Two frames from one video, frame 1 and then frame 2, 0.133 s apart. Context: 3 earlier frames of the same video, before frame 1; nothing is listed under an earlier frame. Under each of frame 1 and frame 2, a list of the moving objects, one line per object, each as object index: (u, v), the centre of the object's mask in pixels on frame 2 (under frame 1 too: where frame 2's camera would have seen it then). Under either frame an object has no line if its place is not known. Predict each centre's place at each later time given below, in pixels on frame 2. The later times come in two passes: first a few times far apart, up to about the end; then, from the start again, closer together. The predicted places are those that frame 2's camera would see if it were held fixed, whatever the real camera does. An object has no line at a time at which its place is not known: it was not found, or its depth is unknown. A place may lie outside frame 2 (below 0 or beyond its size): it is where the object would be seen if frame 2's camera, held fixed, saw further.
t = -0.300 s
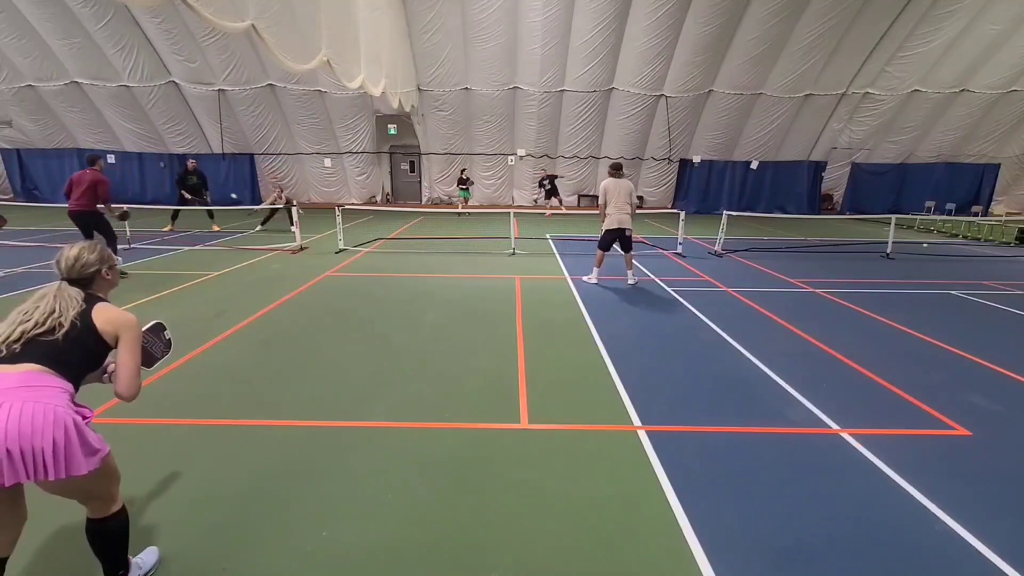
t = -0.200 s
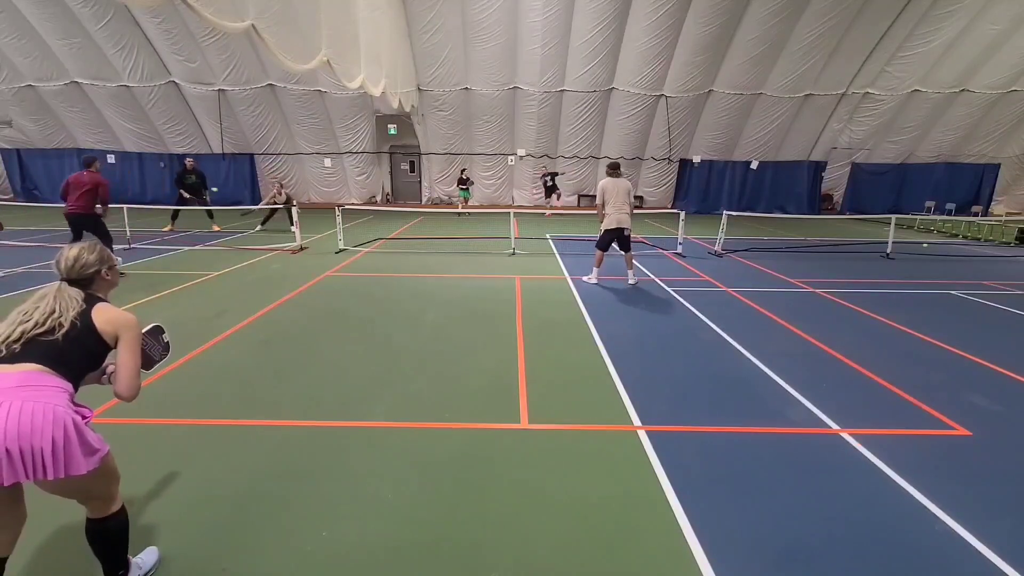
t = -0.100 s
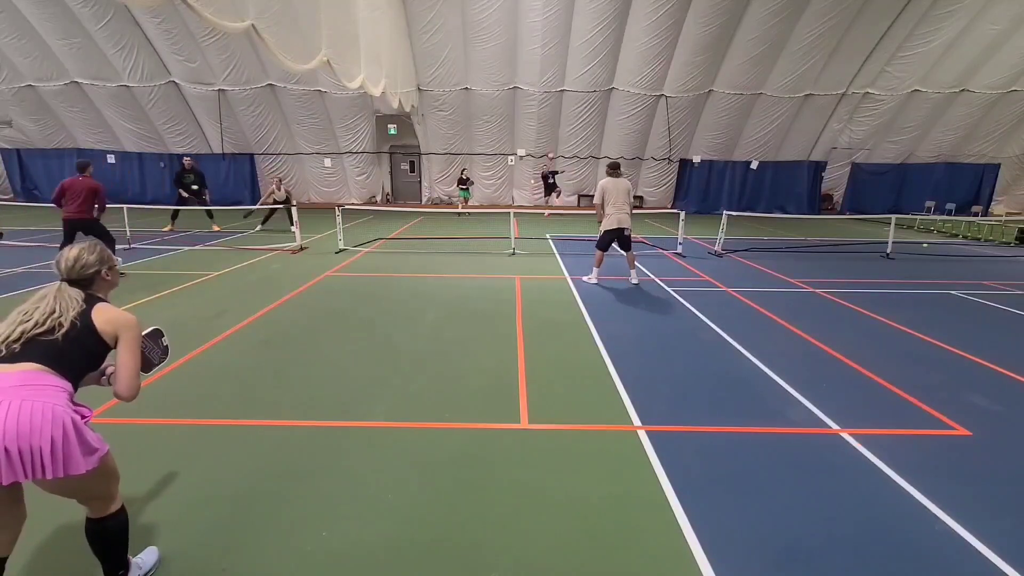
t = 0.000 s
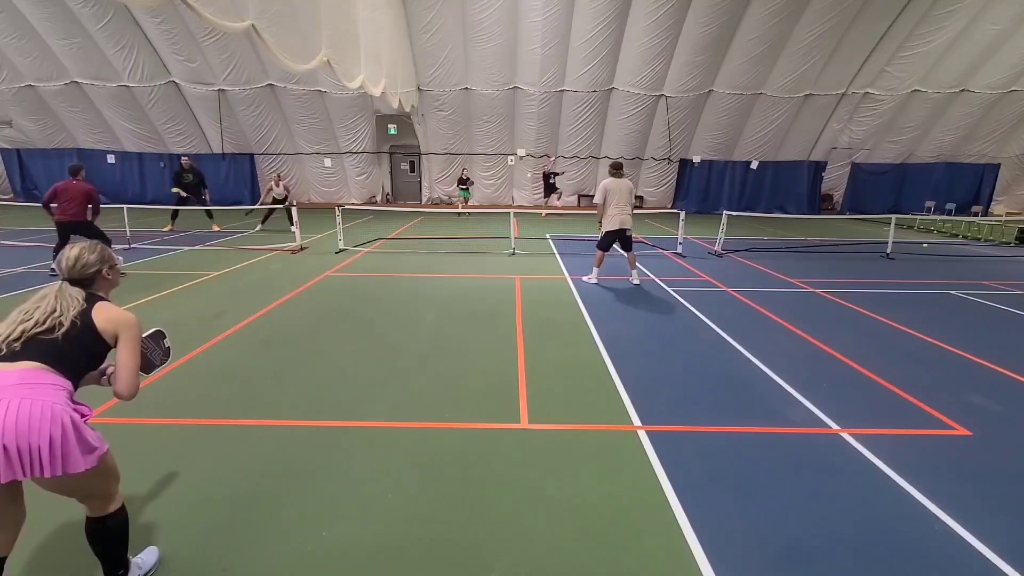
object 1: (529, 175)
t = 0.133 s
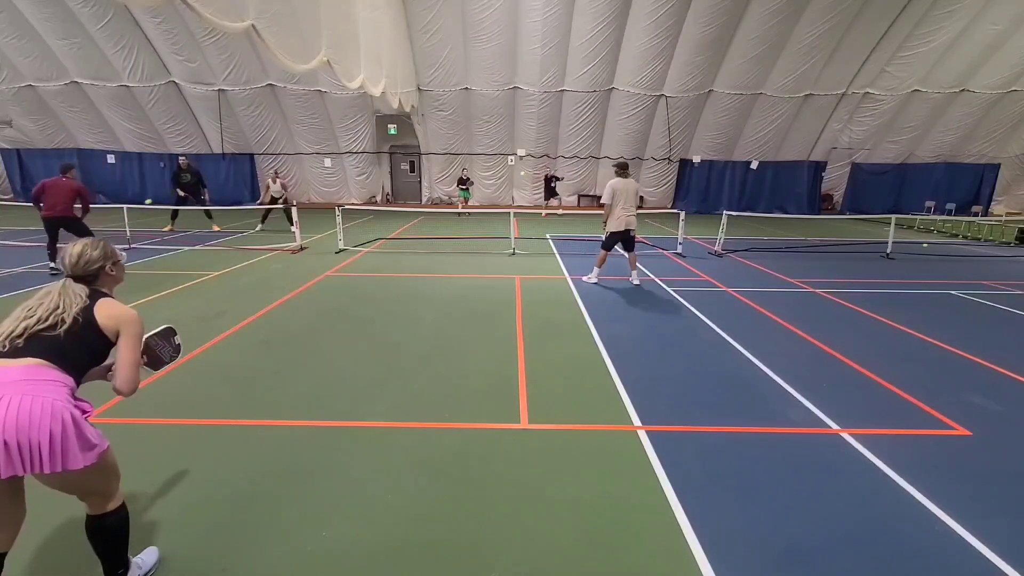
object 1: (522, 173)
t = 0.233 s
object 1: (515, 180)
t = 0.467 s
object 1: (488, 232)
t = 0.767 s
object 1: (425, 310)
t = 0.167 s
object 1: (520, 174)
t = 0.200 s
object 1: (518, 177)
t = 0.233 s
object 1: (515, 180)
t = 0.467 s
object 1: (488, 232)
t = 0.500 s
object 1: (483, 245)
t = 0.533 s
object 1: (476, 261)
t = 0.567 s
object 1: (470, 279)
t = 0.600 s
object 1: (464, 299)
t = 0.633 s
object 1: (456, 319)
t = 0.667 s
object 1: (449, 316)
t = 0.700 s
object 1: (442, 313)
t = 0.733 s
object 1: (433, 310)
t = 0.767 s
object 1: (425, 310)
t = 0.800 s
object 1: (415, 309)
